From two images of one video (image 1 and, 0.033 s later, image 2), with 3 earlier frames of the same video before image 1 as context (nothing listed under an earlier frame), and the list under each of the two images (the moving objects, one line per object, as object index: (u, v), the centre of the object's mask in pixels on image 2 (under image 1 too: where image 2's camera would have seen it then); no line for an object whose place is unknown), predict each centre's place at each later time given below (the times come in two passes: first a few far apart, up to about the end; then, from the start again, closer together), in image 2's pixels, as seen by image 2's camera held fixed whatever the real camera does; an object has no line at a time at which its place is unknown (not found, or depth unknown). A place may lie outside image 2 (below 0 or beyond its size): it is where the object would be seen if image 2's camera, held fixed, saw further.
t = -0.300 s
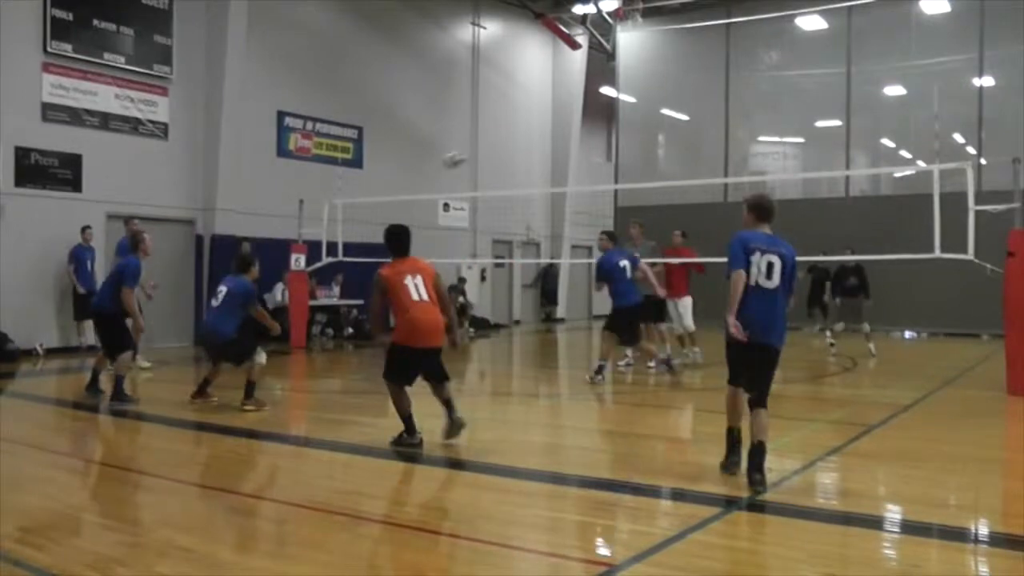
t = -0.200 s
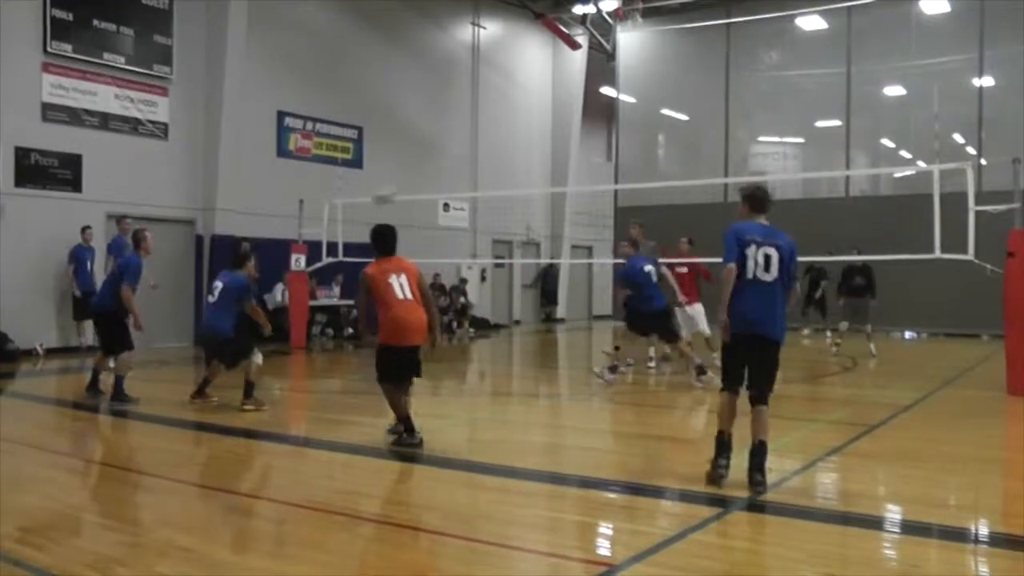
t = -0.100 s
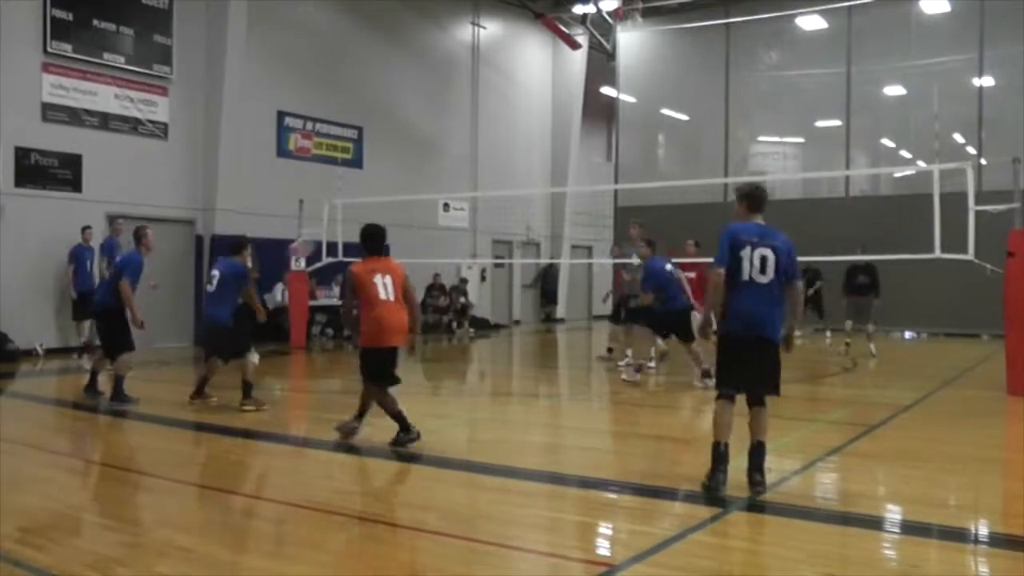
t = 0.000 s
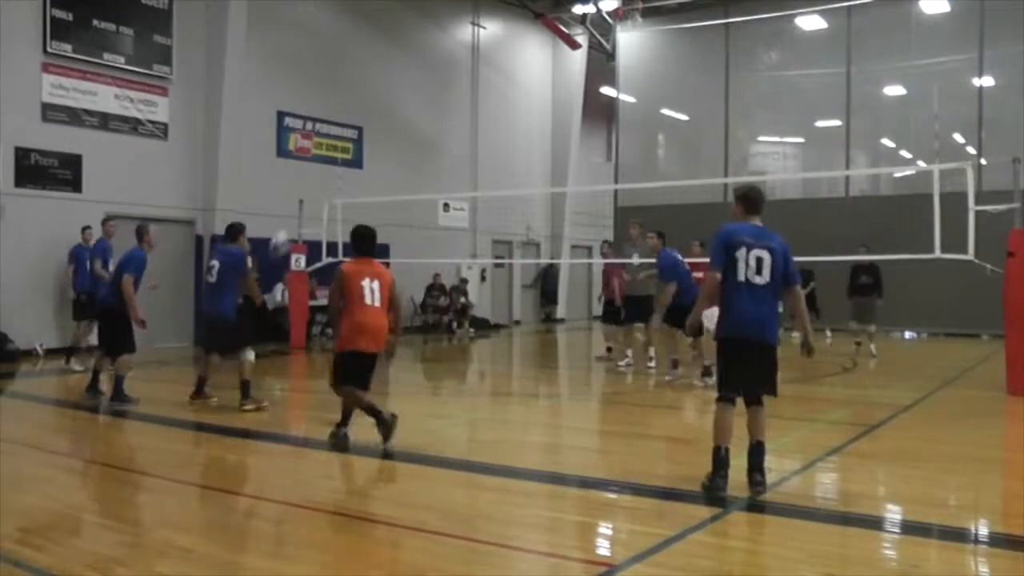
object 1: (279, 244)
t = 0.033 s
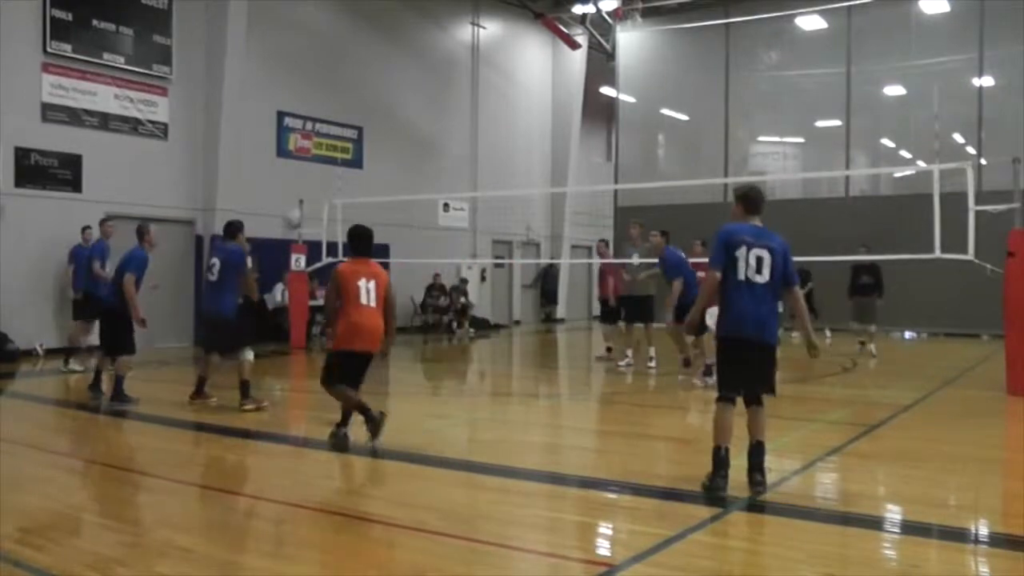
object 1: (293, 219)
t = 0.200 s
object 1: (359, 130)
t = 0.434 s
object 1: (445, 60)
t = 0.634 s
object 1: (510, 43)
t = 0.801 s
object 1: (559, 53)
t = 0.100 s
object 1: (319, 180)
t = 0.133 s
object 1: (334, 162)
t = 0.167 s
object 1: (348, 142)
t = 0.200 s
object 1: (359, 130)
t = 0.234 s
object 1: (373, 115)
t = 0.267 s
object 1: (387, 102)
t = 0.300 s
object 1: (399, 91)
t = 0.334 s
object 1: (410, 82)
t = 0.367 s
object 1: (423, 73)
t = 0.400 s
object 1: (433, 65)
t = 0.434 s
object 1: (445, 60)
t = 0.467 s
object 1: (456, 55)
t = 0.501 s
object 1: (467, 51)
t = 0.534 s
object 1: (478, 46)
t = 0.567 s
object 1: (490, 46)
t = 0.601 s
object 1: (499, 43)
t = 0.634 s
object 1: (510, 43)
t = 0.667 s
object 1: (520, 44)
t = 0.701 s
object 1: (530, 45)
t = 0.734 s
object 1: (540, 48)
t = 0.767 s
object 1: (550, 51)
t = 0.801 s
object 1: (559, 53)
